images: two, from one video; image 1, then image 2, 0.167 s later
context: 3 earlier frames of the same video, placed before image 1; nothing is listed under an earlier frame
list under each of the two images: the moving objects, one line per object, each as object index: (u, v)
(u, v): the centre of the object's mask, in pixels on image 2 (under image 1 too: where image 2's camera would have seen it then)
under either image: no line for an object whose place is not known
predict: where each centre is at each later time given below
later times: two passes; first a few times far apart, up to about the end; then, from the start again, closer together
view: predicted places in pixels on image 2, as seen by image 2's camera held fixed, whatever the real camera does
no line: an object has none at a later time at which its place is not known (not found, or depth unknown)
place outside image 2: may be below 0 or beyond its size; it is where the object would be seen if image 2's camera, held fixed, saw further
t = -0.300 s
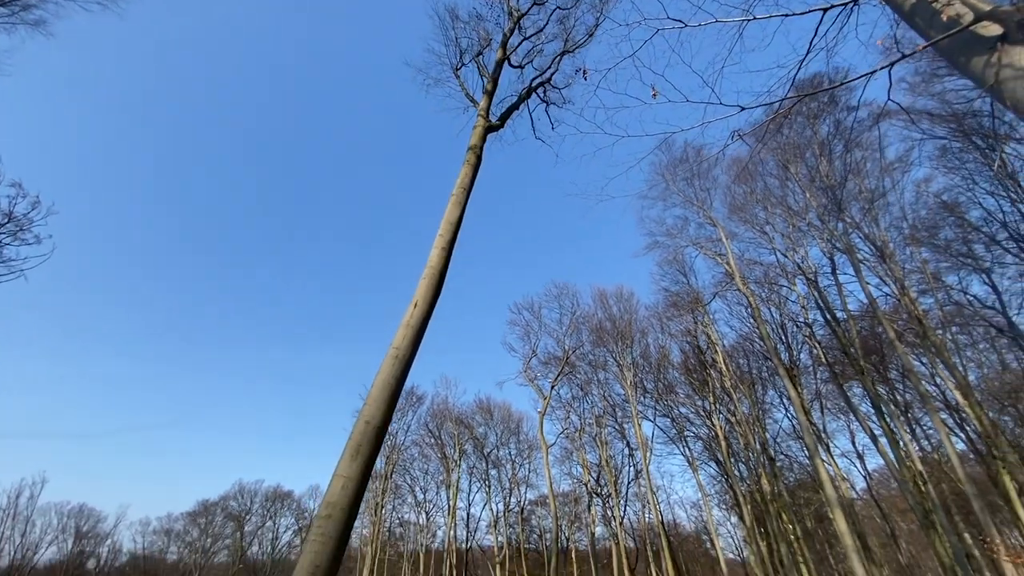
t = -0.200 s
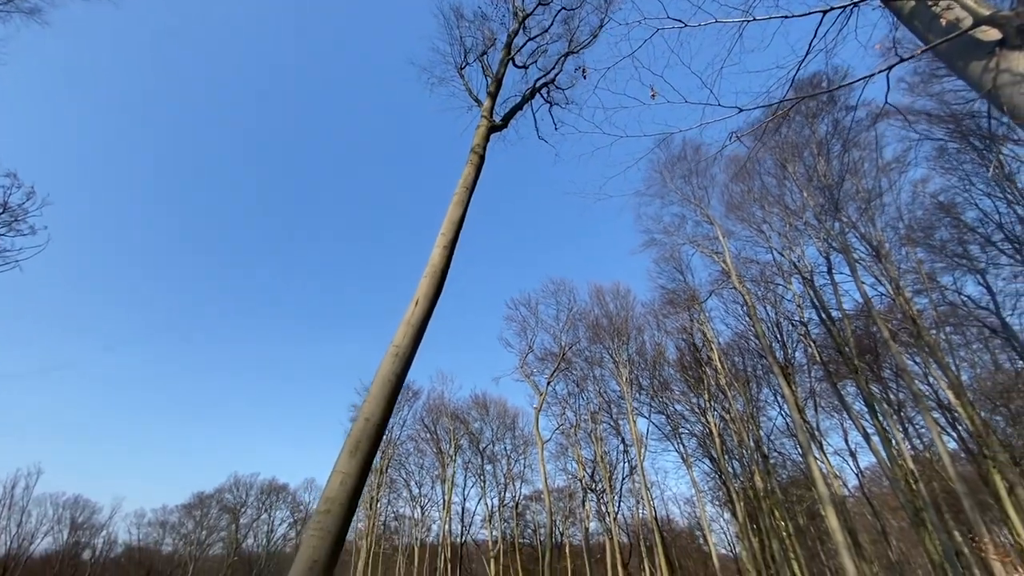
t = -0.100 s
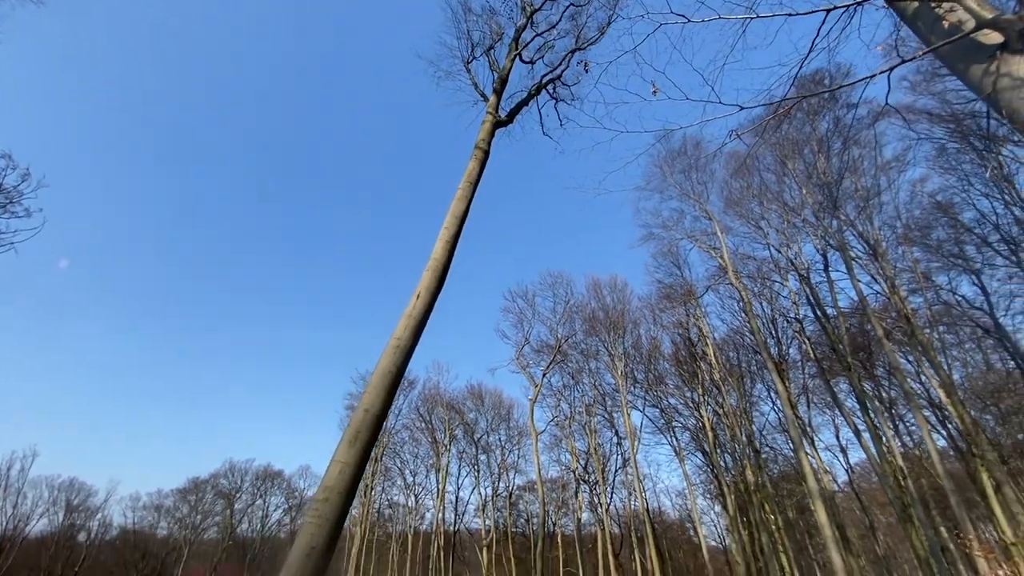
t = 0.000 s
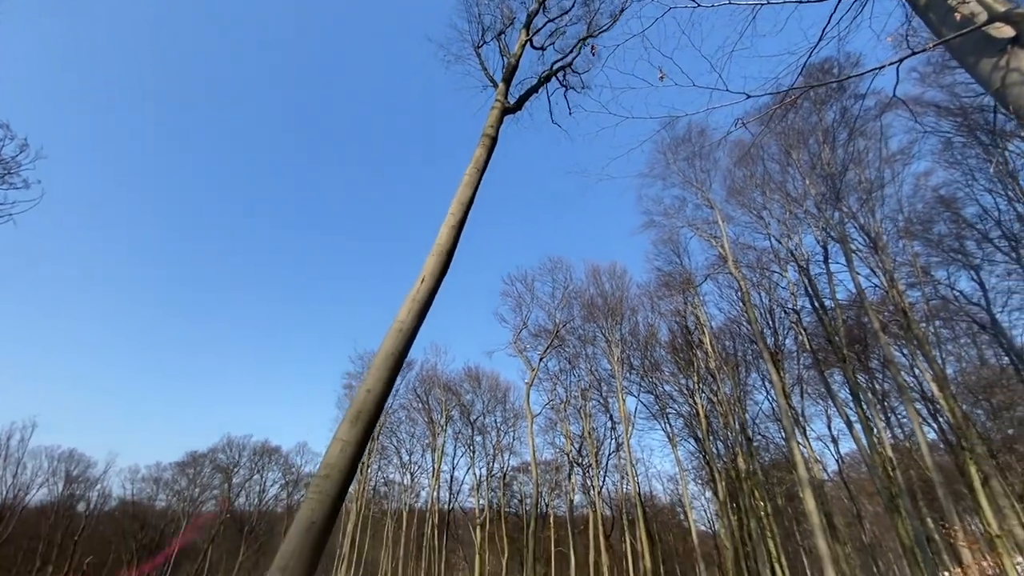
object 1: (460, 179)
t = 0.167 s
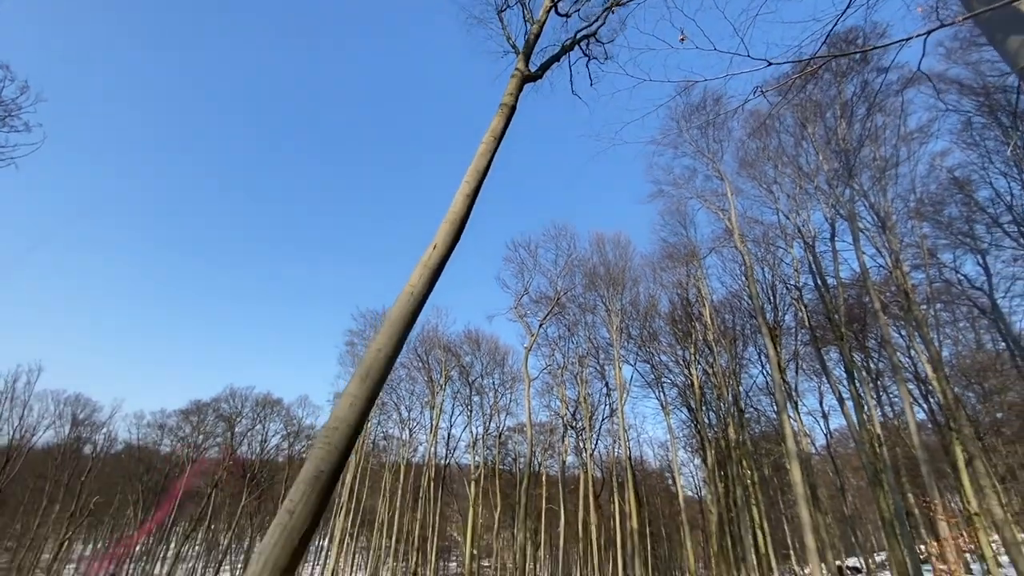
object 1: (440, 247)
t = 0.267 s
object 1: (433, 275)
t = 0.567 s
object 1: (434, 310)
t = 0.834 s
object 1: (466, 280)
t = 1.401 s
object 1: (522, 280)
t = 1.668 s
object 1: (541, 317)
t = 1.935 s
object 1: (581, 337)
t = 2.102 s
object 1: (610, 353)
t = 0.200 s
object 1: (435, 260)
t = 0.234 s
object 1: (430, 272)
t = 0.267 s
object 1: (433, 275)
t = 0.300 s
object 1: (431, 286)
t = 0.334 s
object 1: (426, 299)
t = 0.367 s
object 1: (429, 300)
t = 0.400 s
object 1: (428, 304)
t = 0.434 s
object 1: (428, 307)
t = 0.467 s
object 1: (429, 309)
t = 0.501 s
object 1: (430, 311)
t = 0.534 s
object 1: (431, 312)
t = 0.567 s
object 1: (434, 310)
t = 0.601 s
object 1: (436, 309)
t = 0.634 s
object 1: (440, 306)
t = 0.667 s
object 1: (444, 303)
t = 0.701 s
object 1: (450, 298)
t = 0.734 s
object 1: (452, 294)
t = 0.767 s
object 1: (456, 290)
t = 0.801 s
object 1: (460, 286)
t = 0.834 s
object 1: (466, 280)
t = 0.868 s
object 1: (472, 275)
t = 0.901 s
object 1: (477, 269)
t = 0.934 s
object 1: (484, 265)
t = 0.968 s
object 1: (487, 263)
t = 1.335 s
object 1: (518, 270)
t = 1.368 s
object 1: (520, 276)
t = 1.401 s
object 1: (522, 280)
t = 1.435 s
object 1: (523, 286)
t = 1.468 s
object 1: (527, 289)
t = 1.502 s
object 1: (527, 297)
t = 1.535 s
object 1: (527, 304)
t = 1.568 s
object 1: (529, 308)
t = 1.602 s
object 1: (532, 313)
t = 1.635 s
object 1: (536, 315)
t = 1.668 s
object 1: (541, 317)
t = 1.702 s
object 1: (552, 310)
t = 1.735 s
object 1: (559, 310)
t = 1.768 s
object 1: (561, 316)
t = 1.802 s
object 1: (558, 329)
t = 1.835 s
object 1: (565, 330)
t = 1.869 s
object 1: (566, 335)
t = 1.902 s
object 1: (570, 339)
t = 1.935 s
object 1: (581, 337)
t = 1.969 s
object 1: (585, 342)
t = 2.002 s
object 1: (594, 343)
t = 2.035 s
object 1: (595, 350)
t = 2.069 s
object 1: (602, 350)
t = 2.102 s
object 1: (610, 353)
